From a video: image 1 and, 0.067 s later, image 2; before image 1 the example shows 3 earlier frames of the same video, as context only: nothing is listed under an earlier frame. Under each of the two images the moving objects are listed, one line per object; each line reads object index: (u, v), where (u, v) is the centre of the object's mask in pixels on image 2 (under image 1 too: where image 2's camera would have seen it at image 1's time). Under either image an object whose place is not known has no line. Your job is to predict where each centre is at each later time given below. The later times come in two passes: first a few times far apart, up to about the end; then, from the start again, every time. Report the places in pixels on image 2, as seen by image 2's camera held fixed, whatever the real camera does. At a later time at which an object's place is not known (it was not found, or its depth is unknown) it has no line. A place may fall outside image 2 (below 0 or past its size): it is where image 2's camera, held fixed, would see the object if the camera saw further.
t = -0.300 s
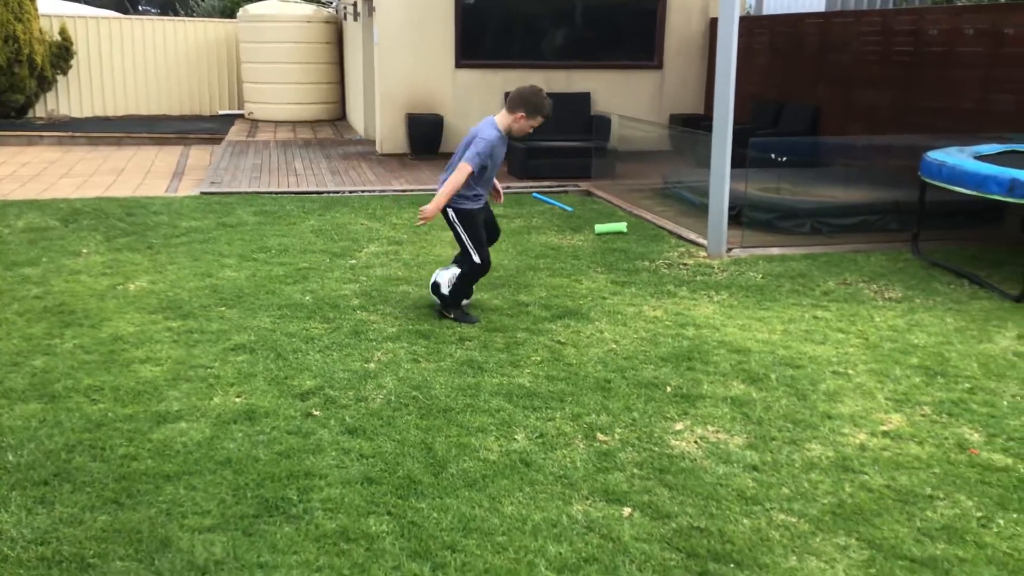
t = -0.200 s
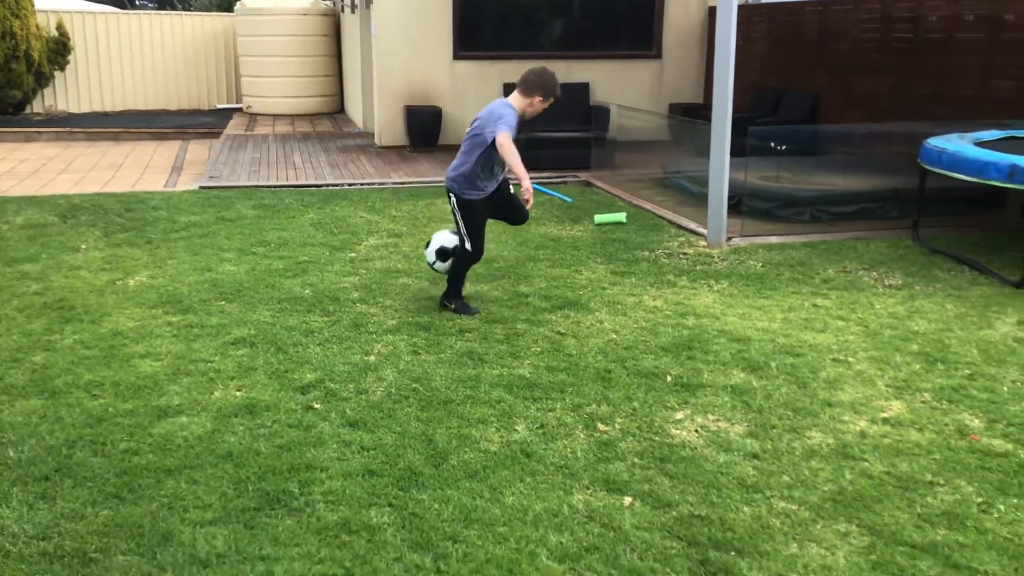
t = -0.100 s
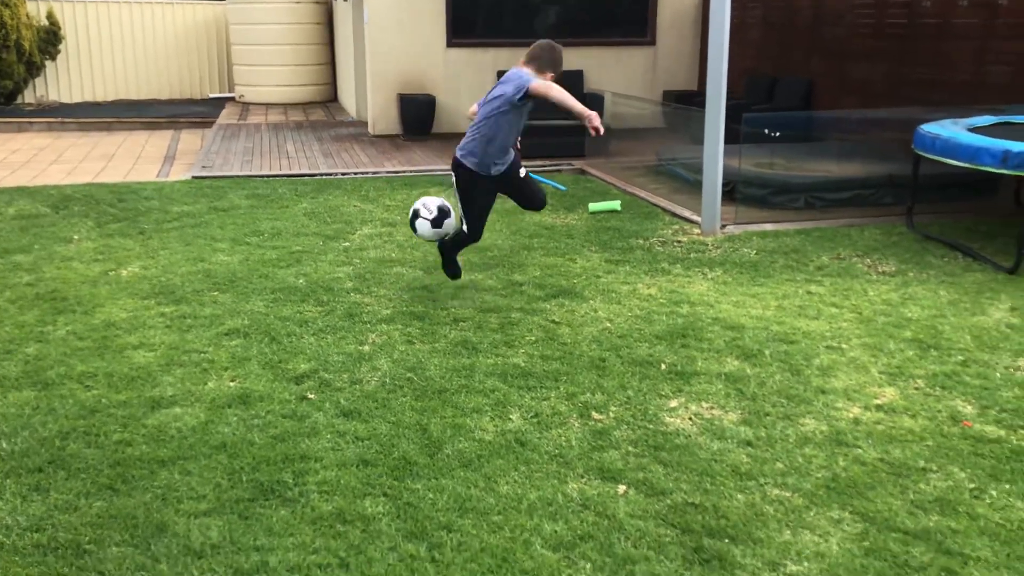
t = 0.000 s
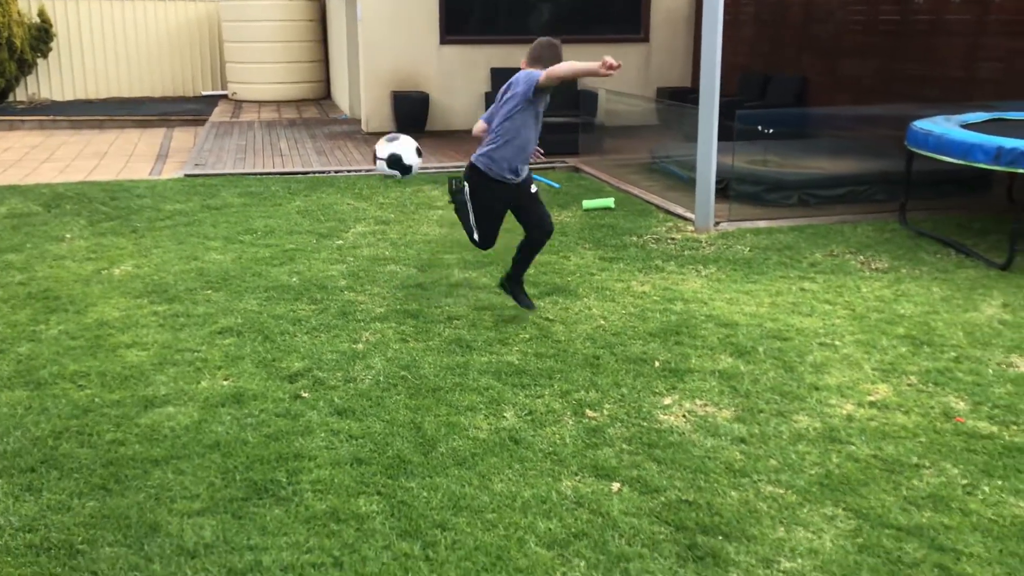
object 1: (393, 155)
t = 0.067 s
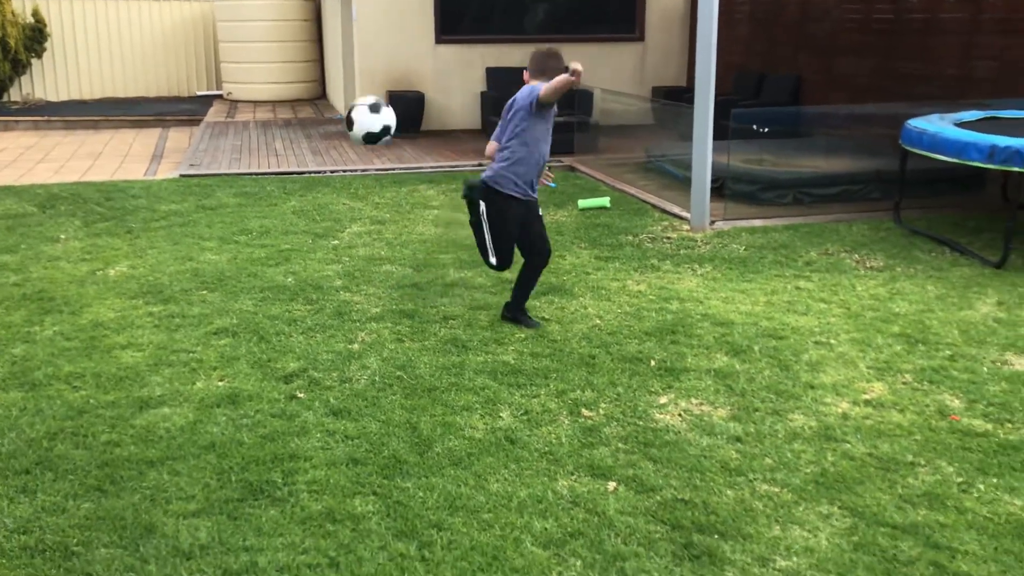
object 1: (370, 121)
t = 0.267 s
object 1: (298, 62)
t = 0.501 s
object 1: (207, 115)
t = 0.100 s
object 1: (359, 106)
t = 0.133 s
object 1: (347, 93)
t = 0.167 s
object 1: (335, 82)
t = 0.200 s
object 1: (323, 73)
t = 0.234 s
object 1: (311, 66)
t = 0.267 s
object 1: (298, 62)
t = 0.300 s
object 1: (286, 61)
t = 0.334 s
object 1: (272, 62)
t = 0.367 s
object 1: (259, 67)
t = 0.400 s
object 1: (245, 75)
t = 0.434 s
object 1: (233, 85)
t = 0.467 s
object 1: (220, 98)
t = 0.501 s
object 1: (207, 115)
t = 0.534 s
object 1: (196, 136)
